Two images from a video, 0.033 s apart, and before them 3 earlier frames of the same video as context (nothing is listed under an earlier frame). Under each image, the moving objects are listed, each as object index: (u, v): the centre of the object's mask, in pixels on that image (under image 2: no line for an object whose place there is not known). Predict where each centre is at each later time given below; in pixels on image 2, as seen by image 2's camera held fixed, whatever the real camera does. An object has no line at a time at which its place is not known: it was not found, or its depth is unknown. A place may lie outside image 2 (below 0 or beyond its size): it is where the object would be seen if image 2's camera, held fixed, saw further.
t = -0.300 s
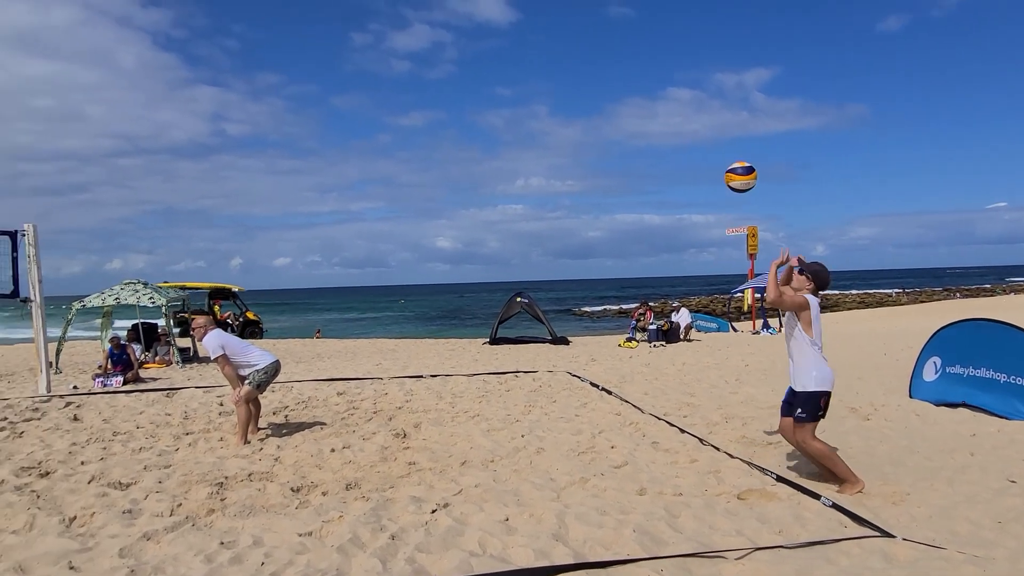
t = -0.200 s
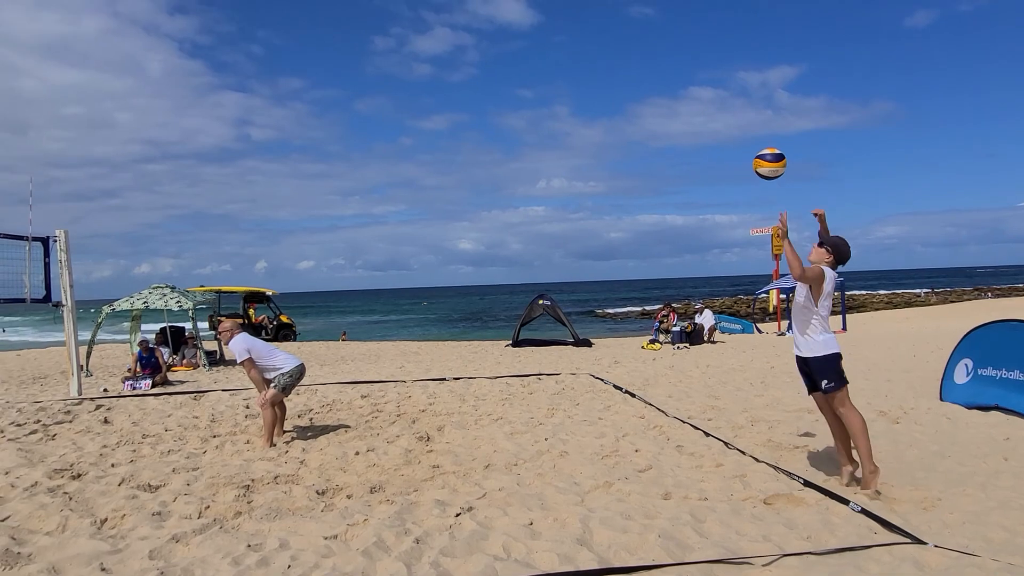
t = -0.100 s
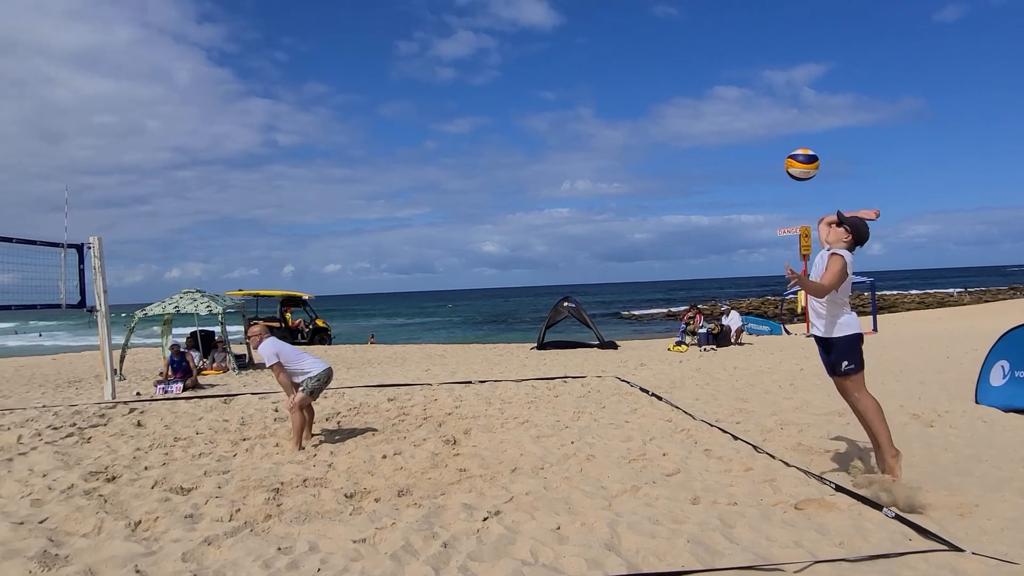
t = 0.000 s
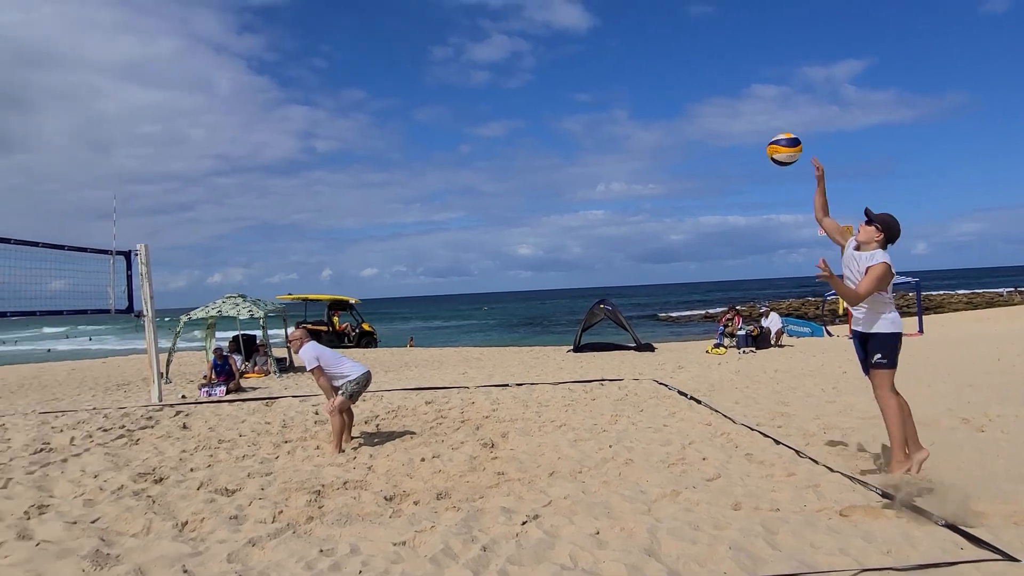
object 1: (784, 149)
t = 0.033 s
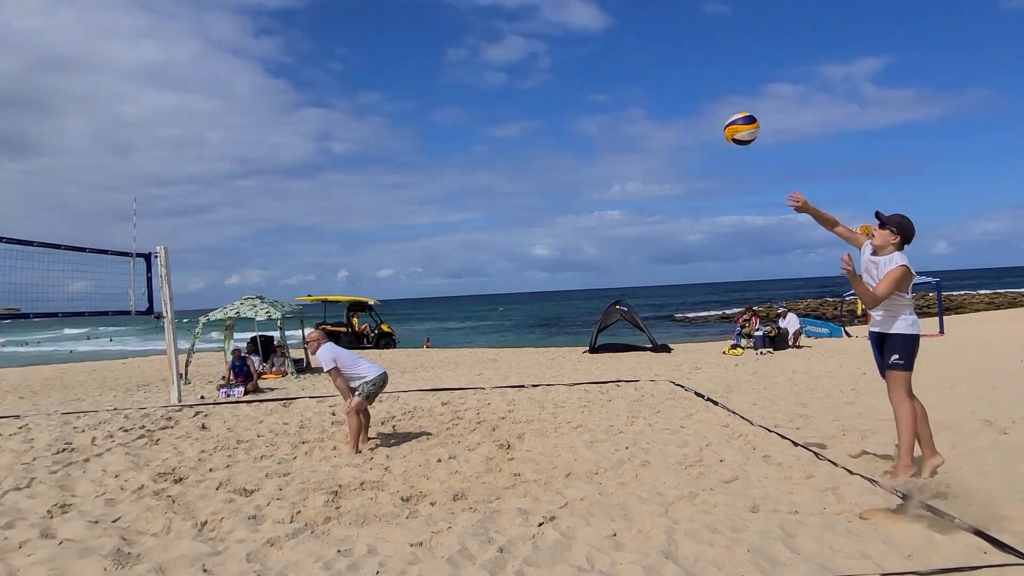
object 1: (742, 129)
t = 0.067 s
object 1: (681, 111)
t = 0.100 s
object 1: (620, 94)
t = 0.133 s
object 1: (558, 80)
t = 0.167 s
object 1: (495, 67)
